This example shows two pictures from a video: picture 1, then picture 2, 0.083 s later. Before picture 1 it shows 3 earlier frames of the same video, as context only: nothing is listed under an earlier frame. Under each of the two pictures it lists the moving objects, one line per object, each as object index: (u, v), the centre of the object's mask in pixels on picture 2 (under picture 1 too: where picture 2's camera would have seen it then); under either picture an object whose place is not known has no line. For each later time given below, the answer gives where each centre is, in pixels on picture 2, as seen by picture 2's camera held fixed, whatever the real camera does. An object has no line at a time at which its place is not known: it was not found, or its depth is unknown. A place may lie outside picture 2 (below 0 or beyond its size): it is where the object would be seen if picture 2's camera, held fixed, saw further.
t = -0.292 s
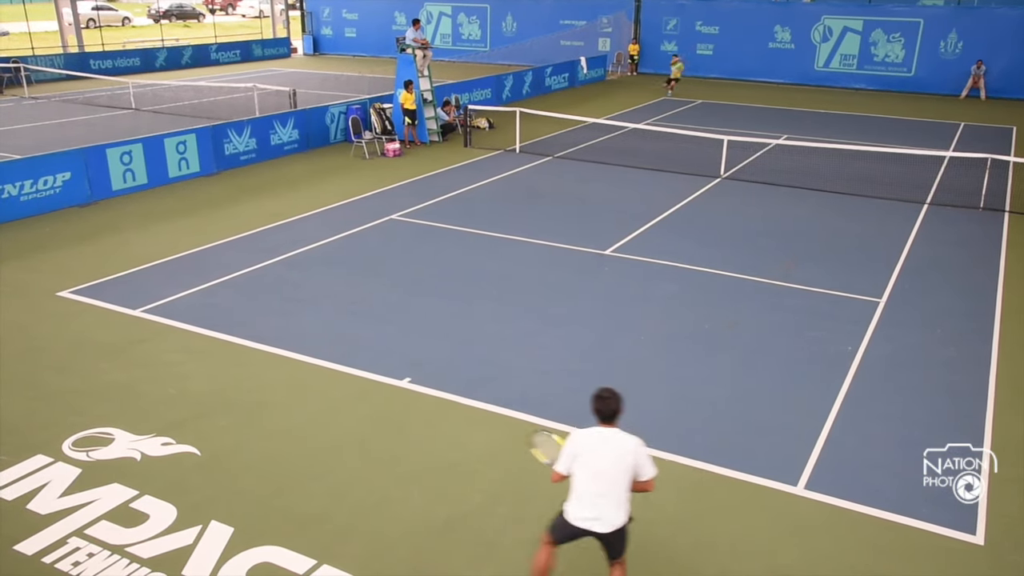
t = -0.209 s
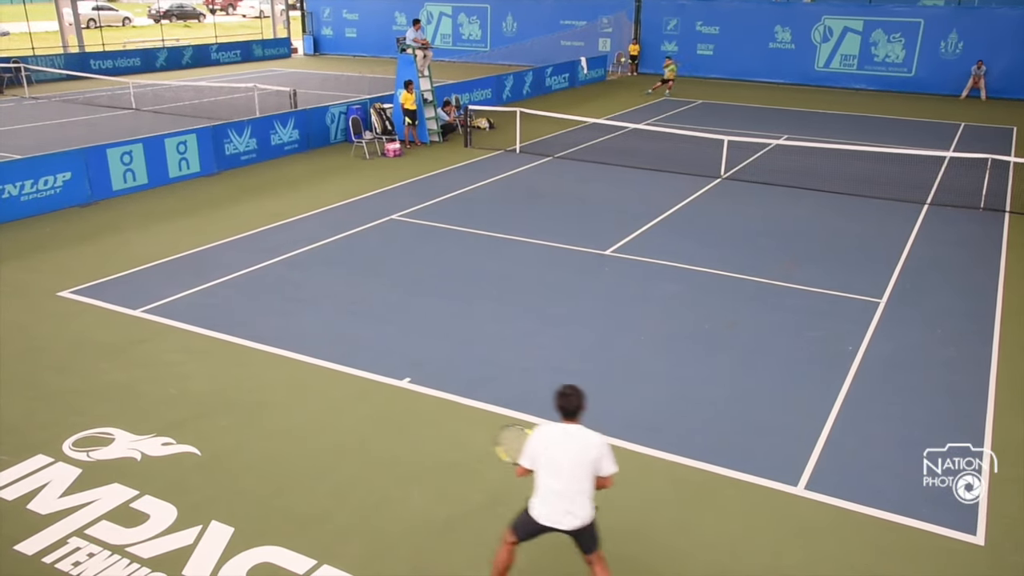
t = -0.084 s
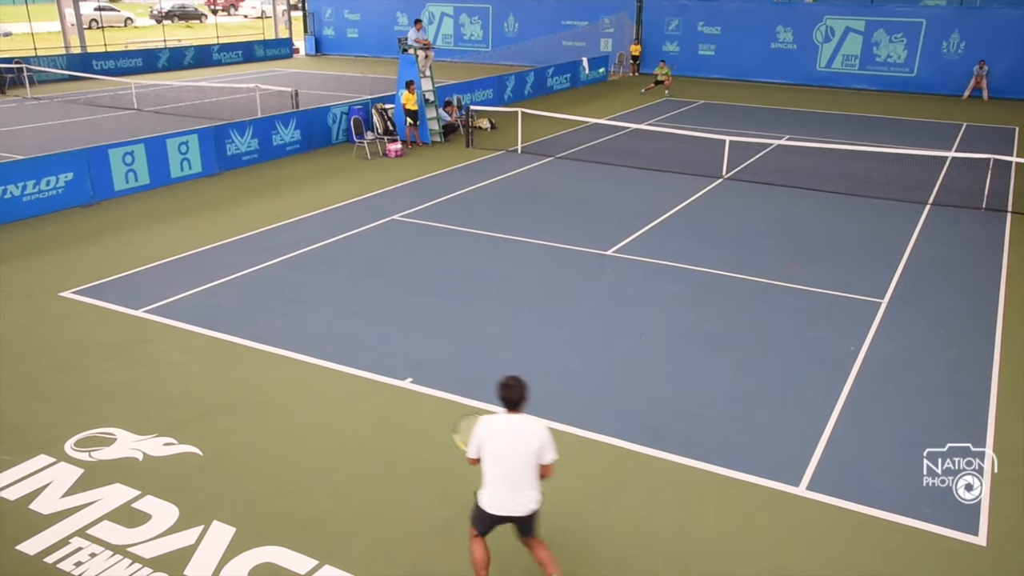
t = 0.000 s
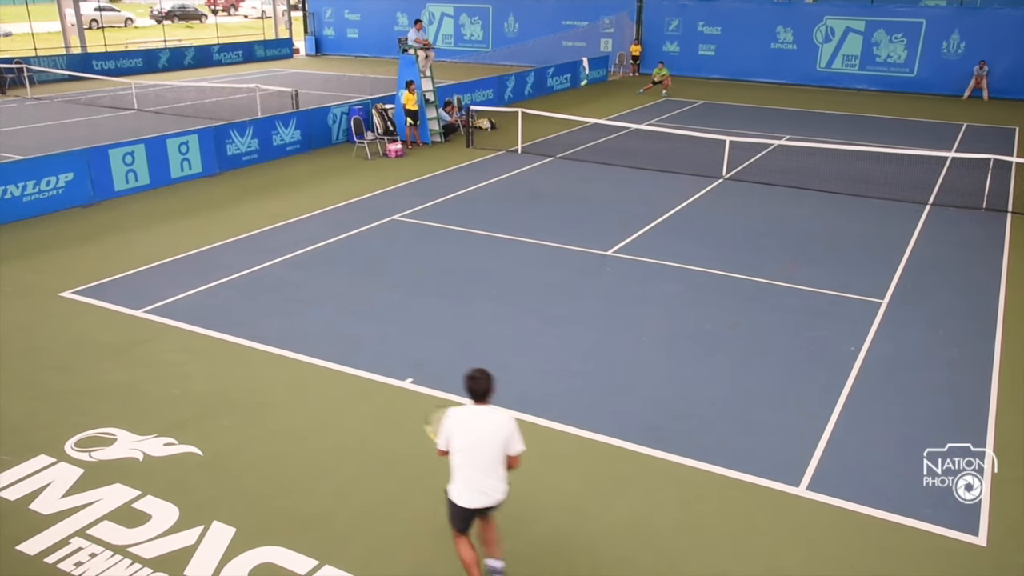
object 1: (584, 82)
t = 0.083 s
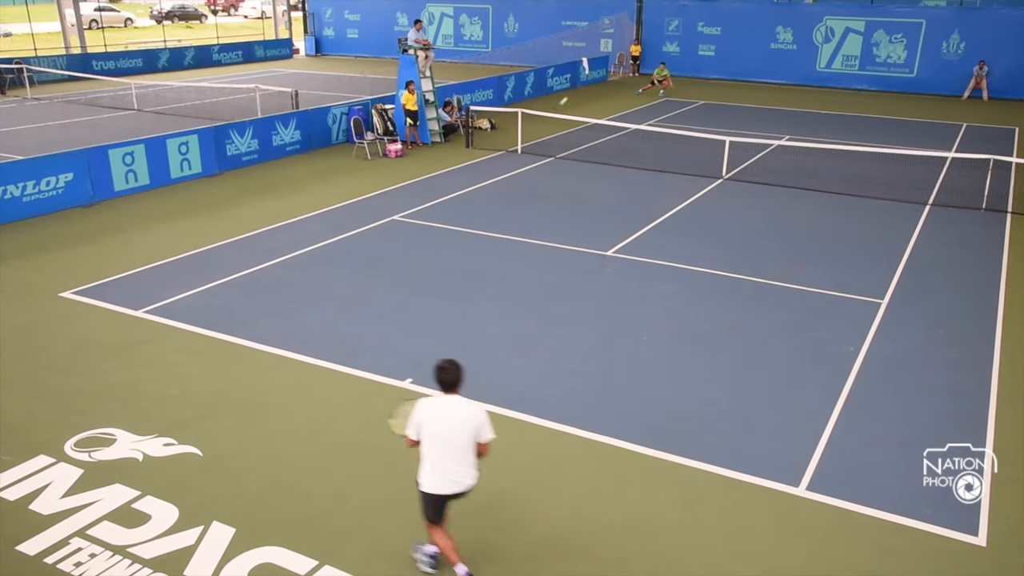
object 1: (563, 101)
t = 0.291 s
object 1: (500, 177)
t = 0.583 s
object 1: (396, 257)
